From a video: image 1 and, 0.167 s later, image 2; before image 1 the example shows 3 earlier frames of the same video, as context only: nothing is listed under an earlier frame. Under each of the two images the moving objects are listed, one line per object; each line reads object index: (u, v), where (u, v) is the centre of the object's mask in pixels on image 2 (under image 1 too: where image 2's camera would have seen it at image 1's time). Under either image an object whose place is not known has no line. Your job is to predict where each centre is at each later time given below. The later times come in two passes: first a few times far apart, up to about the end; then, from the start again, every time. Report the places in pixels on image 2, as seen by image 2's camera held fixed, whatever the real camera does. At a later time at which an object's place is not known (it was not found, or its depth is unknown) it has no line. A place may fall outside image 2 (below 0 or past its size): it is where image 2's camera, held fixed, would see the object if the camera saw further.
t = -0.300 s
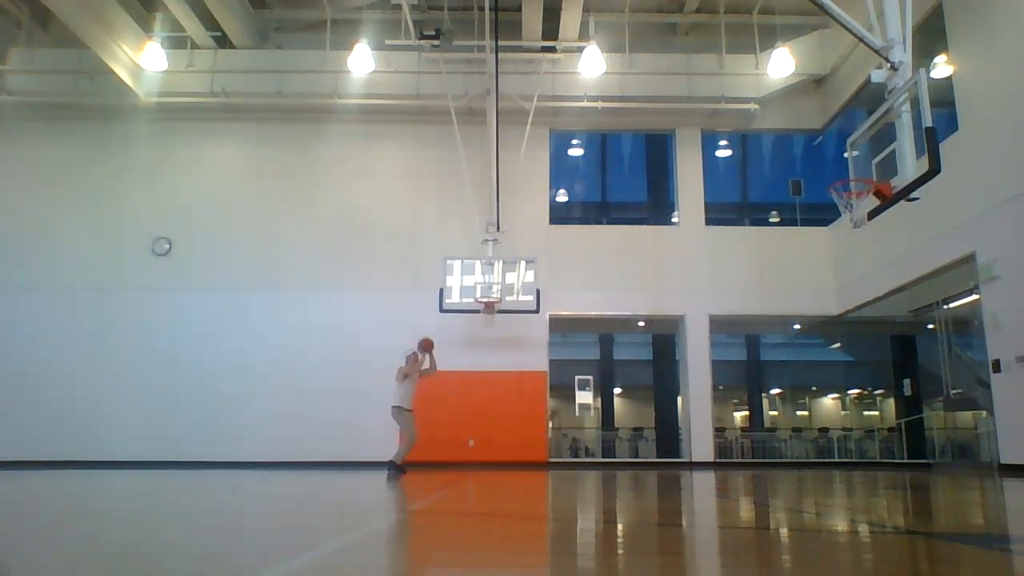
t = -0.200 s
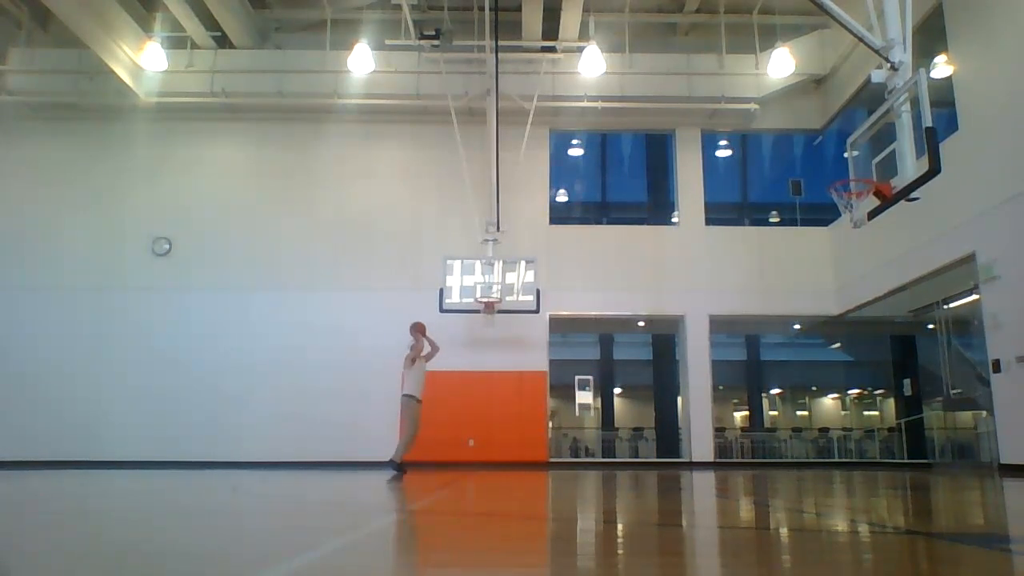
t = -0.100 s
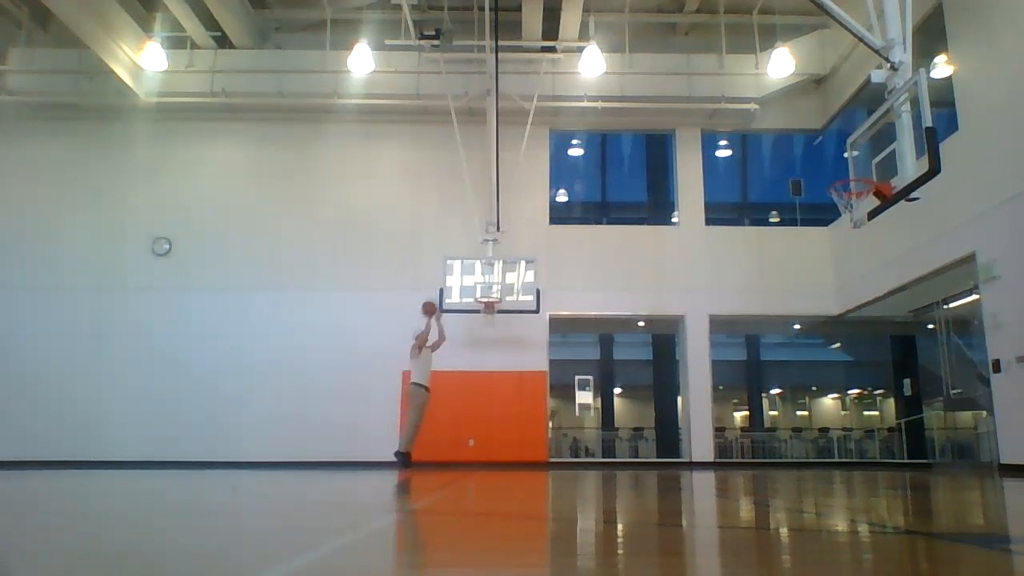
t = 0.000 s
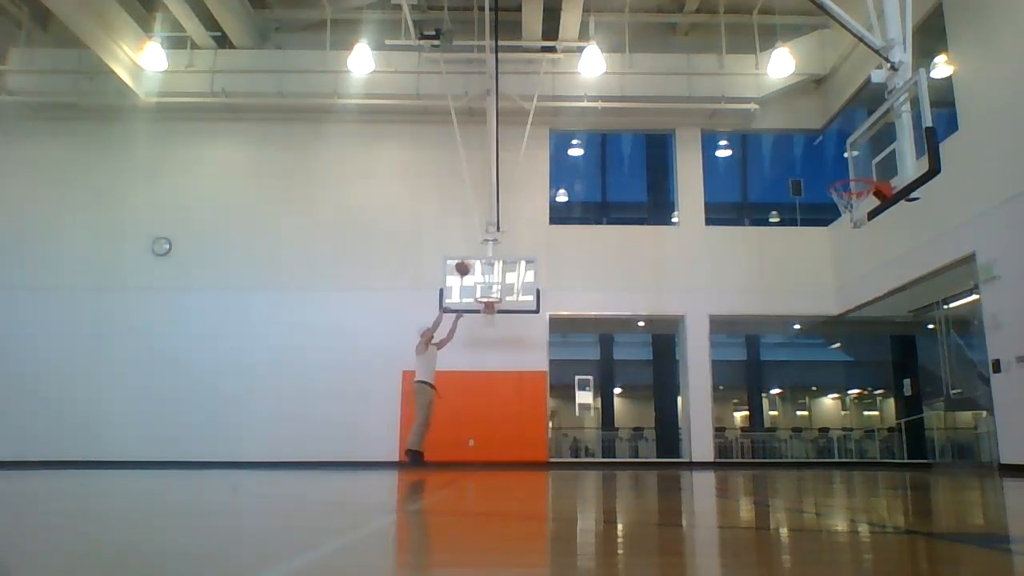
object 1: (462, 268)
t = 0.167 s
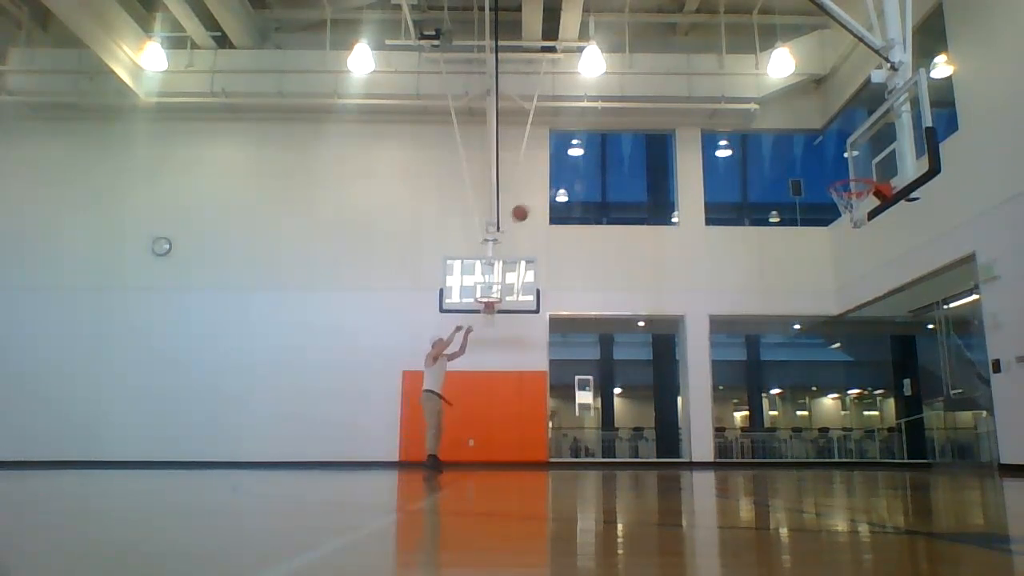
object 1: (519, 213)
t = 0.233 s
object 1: (543, 195)
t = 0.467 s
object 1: (634, 155)
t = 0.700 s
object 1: (736, 149)
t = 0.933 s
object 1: (852, 187)
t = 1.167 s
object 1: (848, 205)
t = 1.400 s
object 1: (822, 258)
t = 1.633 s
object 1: (801, 367)
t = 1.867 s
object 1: (776, 430)
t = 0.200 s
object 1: (531, 204)
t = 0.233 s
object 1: (543, 195)
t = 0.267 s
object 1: (556, 187)
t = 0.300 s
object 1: (568, 180)
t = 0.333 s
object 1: (581, 174)
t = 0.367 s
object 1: (594, 167)
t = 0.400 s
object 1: (607, 162)
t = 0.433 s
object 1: (620, 158)
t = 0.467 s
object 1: (634, 155)
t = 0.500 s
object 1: (648, 151)
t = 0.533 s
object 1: (661, 149)
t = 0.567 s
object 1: (674, 148)
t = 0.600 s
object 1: (689, 147)
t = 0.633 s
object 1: (705, 147)
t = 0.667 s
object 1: (719, 148)
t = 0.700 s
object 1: (736, 149)
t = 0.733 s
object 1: (750, 152)
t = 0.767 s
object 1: (767, 156)
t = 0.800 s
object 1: (784, 160)
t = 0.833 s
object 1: (801, 165)
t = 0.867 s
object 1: (818, 172)
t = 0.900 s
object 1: (835, 179)
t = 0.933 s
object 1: (852, 187)
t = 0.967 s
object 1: (861, 190)
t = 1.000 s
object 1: (863, 191)
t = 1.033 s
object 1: (862, 196)
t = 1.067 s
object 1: (859, 199)
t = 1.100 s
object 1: (854, 200)
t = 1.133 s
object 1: (851, 202)
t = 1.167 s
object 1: (848, 205)
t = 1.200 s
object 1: (844, 209)
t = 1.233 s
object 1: (841, 214)
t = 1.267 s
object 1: (836, 221)
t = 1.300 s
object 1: (833, 228)
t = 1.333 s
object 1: (829, 237)
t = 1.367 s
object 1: (825, 247)
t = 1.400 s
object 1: (822, 258)
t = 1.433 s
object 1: (818, 269)
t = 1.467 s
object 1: (815, 283)
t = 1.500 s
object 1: (812, 297)
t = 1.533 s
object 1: (809, 313)
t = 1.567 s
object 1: (806, 330)
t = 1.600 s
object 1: (803, 346)
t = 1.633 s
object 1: (801, 367)
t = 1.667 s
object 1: (797, 386)
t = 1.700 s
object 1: (794, 409)
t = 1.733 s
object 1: (792, 434)
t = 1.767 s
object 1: (789, 458)
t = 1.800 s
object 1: (785, 462)
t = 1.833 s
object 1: (780, 447)
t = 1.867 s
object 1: (776, 430)
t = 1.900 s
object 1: (772, 415)
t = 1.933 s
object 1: (767, 400)
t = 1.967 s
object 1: (762, 386)
